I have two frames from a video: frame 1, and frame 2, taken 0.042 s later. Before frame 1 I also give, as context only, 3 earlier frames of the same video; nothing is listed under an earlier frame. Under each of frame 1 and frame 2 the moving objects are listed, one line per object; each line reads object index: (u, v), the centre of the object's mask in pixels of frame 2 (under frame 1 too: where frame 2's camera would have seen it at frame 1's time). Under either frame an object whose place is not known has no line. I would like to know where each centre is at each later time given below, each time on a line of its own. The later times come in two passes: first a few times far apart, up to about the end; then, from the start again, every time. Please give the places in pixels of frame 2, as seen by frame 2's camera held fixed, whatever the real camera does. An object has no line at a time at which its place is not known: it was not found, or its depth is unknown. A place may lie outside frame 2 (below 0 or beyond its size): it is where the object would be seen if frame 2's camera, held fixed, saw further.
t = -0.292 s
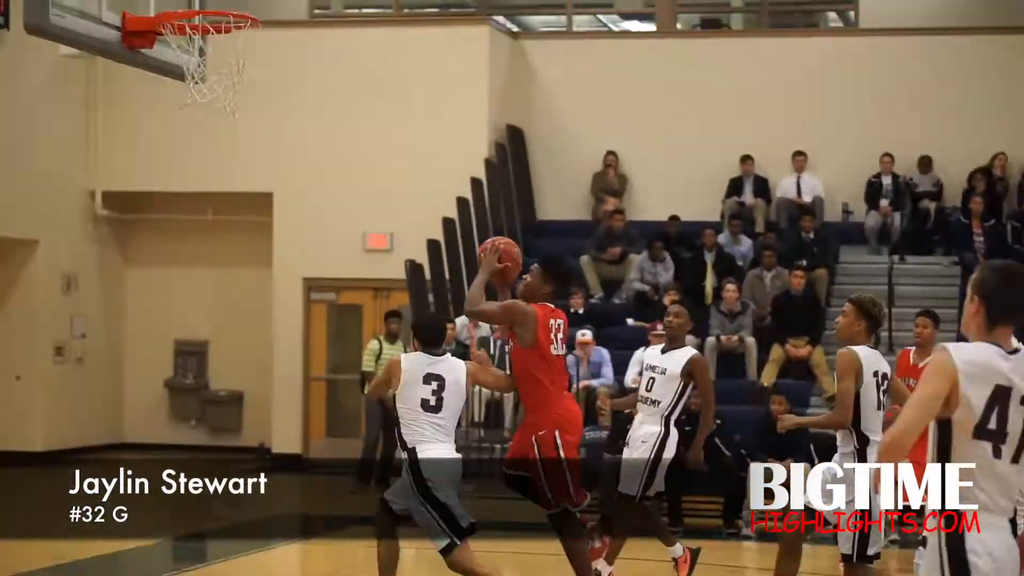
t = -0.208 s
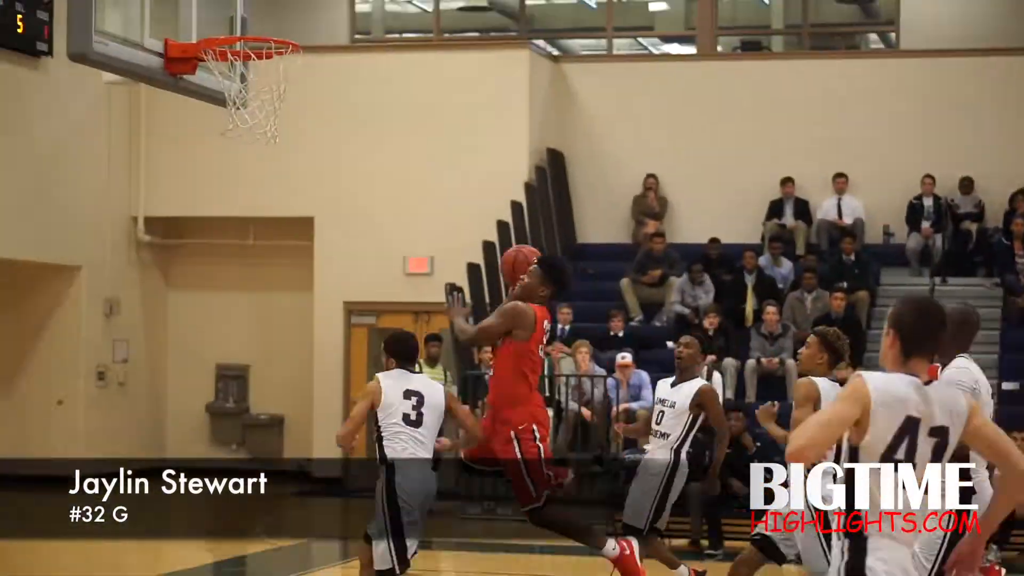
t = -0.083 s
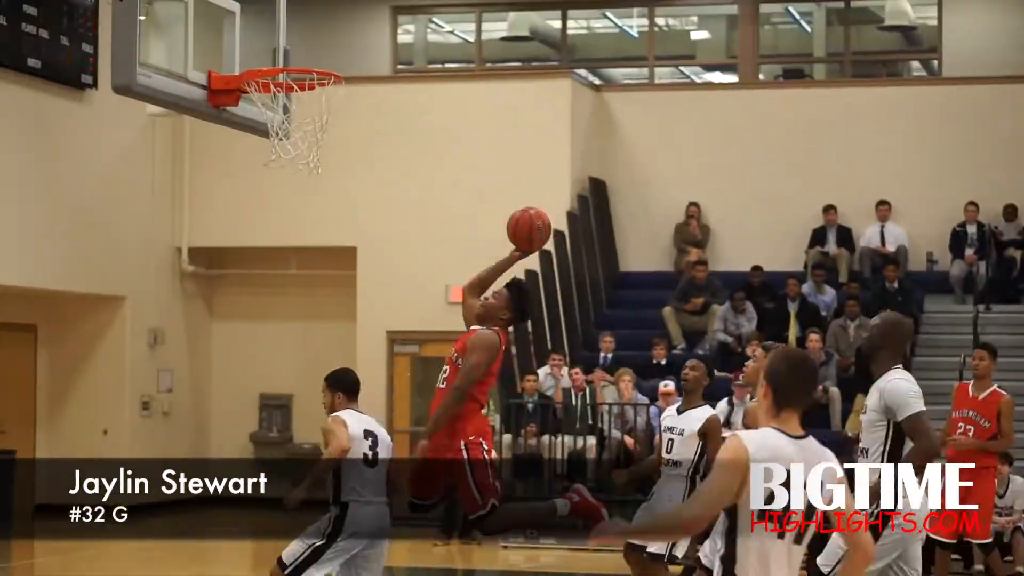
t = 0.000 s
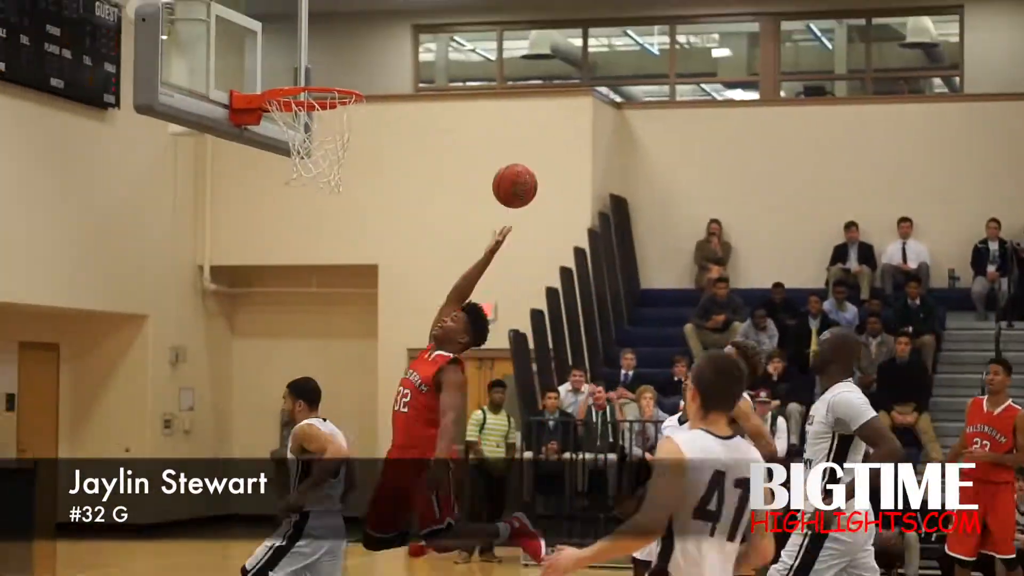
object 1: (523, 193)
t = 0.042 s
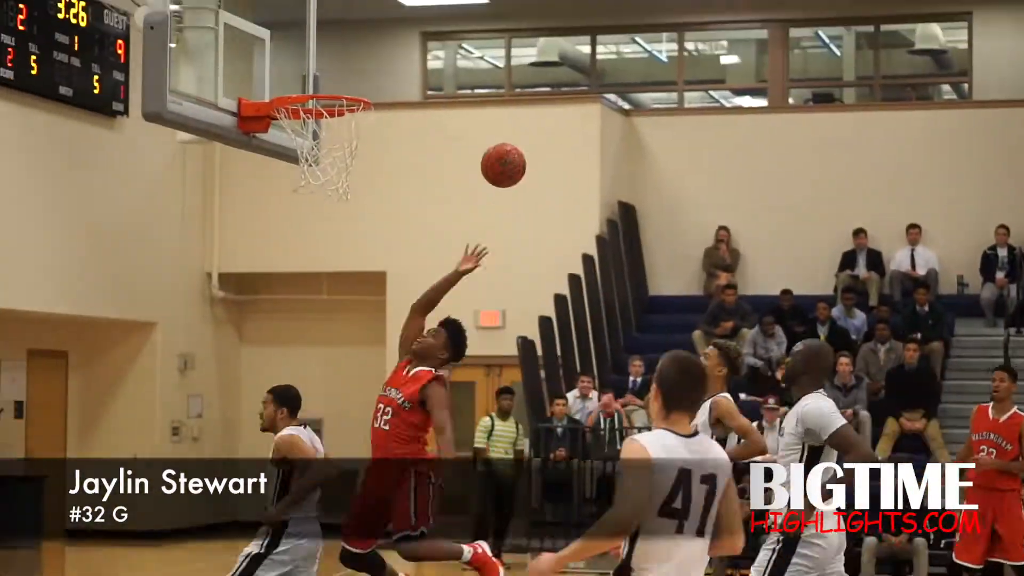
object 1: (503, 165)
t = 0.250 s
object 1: (401, 72)
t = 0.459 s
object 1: (290, 57)
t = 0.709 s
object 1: (331, 148)
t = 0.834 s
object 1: (351, 185)
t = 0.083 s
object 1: (483, 141)
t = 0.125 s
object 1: (463, 119)
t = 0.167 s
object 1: (443, 100)
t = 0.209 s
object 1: (422, 85)
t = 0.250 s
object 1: (401, 72)
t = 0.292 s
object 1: (380, 62)
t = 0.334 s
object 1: (358, 56)
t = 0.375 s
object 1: (336, 53)
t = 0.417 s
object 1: (313, 53)
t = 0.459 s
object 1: (290, 57)
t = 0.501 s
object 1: (287, 63)
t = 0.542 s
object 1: (296, 72)
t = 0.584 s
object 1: (304, 80)
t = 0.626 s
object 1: (314, 103)
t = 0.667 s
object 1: (322, 124)
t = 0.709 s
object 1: (331, 148)
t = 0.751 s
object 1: (340, 162)
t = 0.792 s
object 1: (345, 174)
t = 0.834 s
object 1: (351, 185)
